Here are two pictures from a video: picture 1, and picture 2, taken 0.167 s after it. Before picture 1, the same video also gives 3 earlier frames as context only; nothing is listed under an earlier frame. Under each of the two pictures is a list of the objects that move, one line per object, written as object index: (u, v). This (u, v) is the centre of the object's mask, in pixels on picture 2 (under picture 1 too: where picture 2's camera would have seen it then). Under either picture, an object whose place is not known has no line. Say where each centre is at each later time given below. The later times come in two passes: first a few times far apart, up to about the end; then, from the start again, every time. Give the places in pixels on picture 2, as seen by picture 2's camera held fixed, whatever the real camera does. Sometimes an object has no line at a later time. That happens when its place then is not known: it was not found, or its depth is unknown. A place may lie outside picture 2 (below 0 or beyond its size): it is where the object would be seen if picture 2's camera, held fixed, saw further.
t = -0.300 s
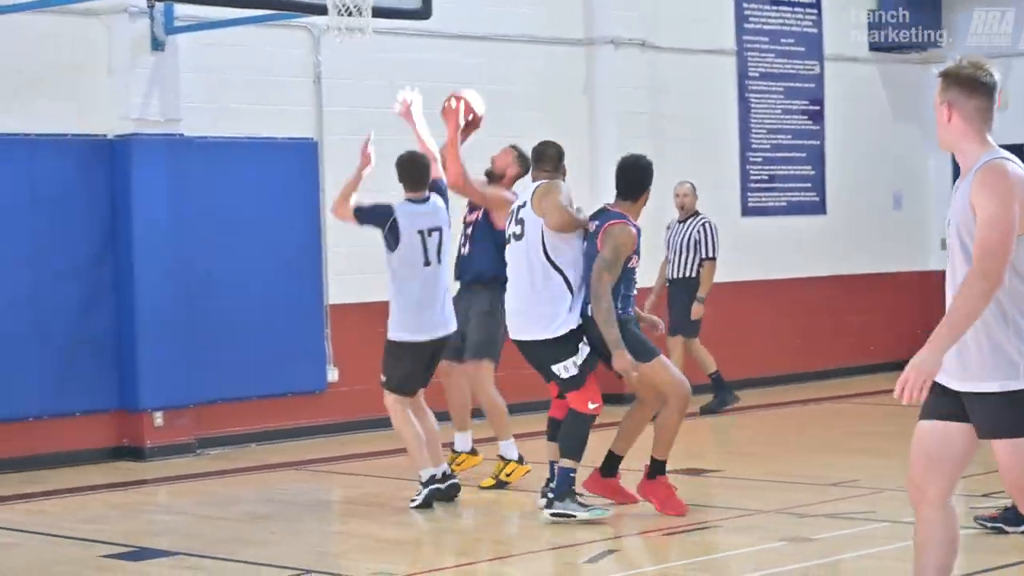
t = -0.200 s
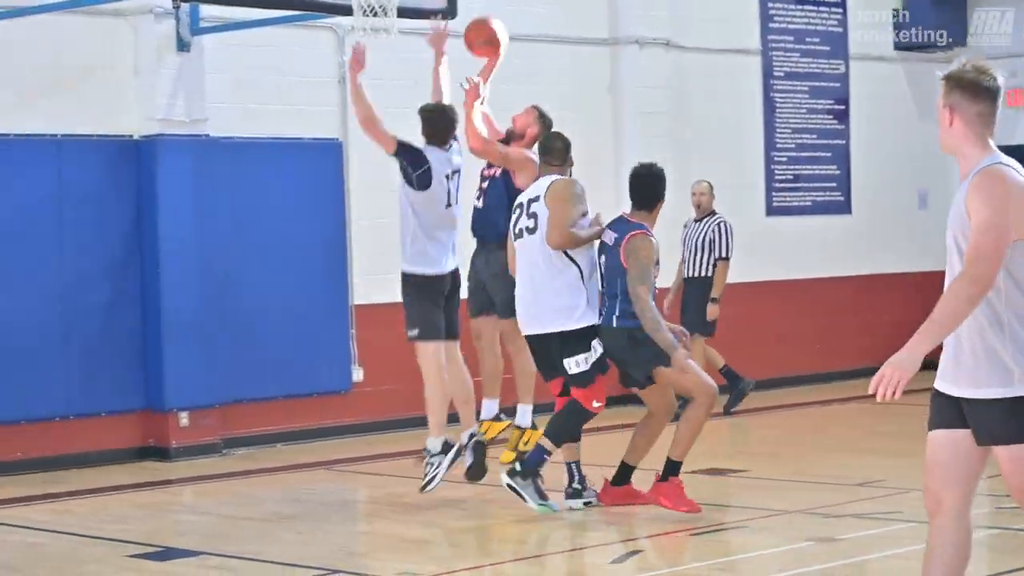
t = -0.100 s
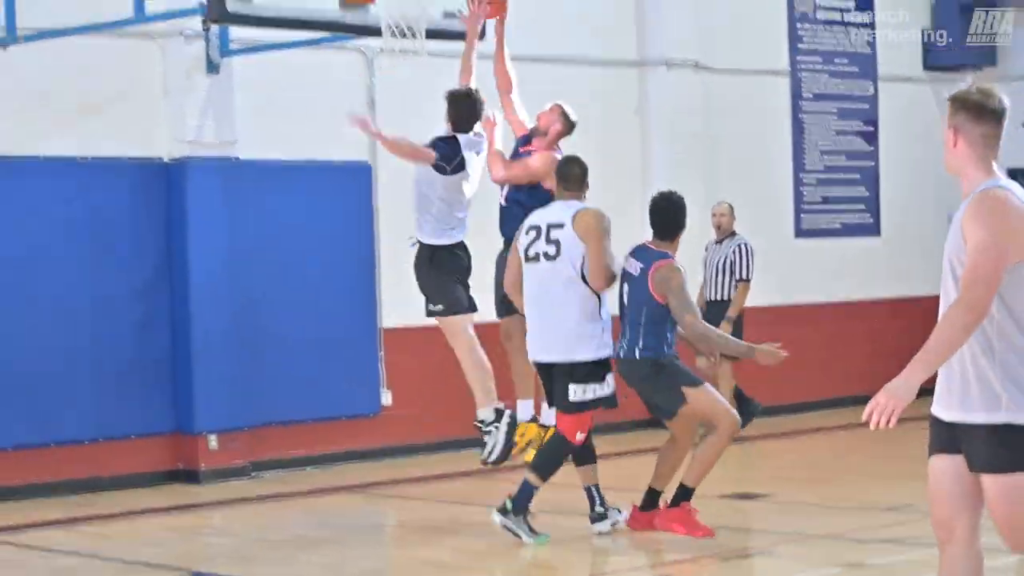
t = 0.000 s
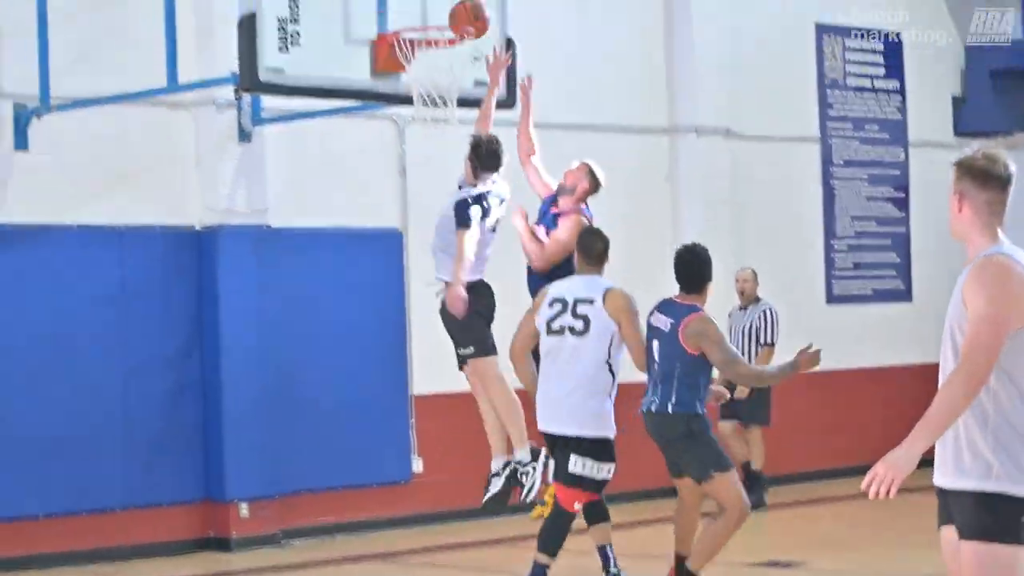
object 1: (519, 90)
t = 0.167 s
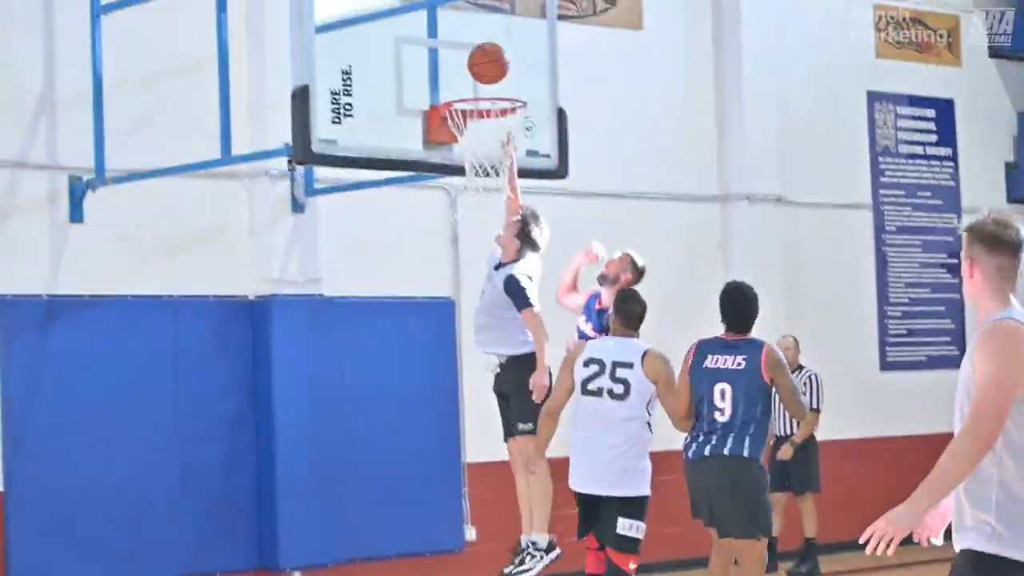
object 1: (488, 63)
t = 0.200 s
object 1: (487, 65)
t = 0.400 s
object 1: (486, 115)
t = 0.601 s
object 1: (487, 221)
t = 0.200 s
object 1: (487, 65)
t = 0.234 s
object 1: (487, 69)
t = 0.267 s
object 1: (486, 74)
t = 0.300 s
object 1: (486, 80)
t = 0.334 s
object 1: (485, 88)
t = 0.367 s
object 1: (484, 102)
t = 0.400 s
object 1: (486, 115)
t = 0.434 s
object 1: (485, 129)
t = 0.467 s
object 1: (486, 148)
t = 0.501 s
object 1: (486, 165)
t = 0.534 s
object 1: (486, 182)
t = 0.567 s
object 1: (487, 202)
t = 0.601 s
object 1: (487, 221)
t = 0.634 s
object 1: (488, 243)
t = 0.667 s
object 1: (489, 266)
